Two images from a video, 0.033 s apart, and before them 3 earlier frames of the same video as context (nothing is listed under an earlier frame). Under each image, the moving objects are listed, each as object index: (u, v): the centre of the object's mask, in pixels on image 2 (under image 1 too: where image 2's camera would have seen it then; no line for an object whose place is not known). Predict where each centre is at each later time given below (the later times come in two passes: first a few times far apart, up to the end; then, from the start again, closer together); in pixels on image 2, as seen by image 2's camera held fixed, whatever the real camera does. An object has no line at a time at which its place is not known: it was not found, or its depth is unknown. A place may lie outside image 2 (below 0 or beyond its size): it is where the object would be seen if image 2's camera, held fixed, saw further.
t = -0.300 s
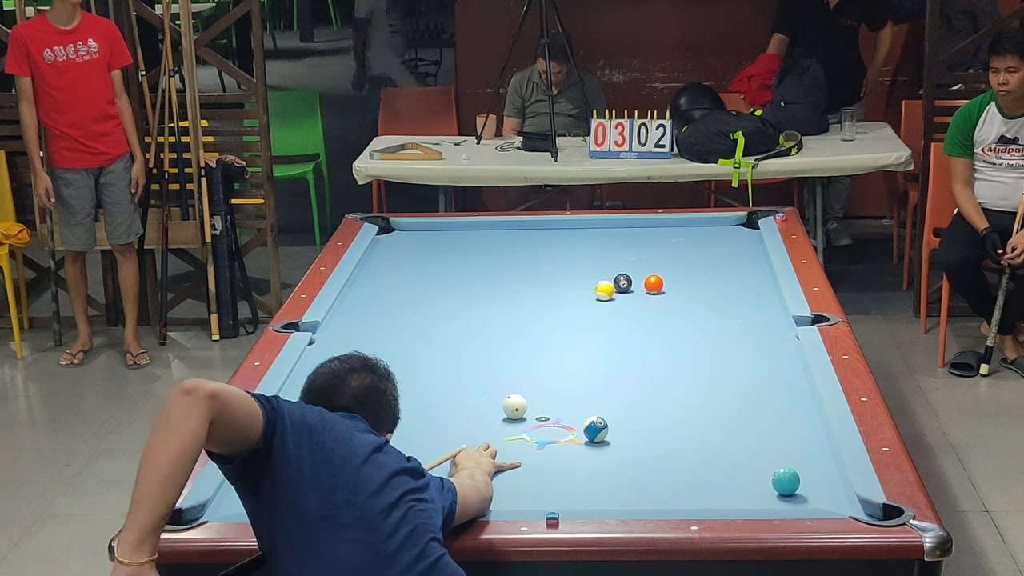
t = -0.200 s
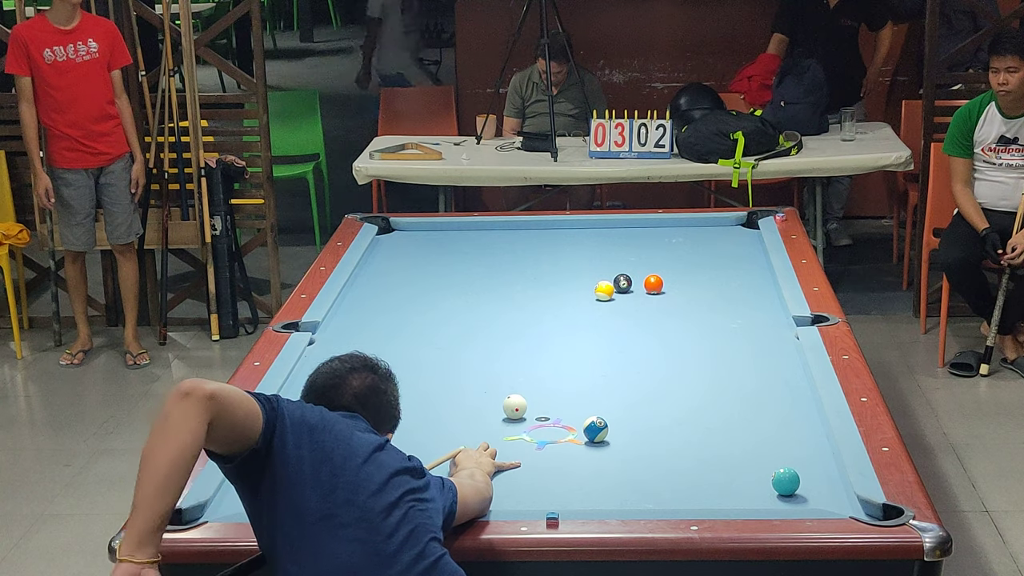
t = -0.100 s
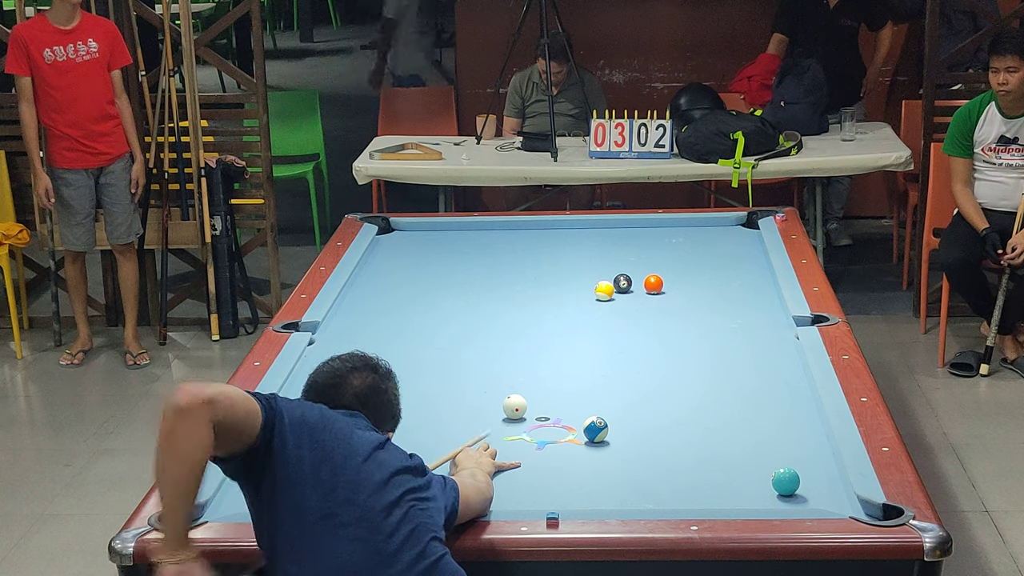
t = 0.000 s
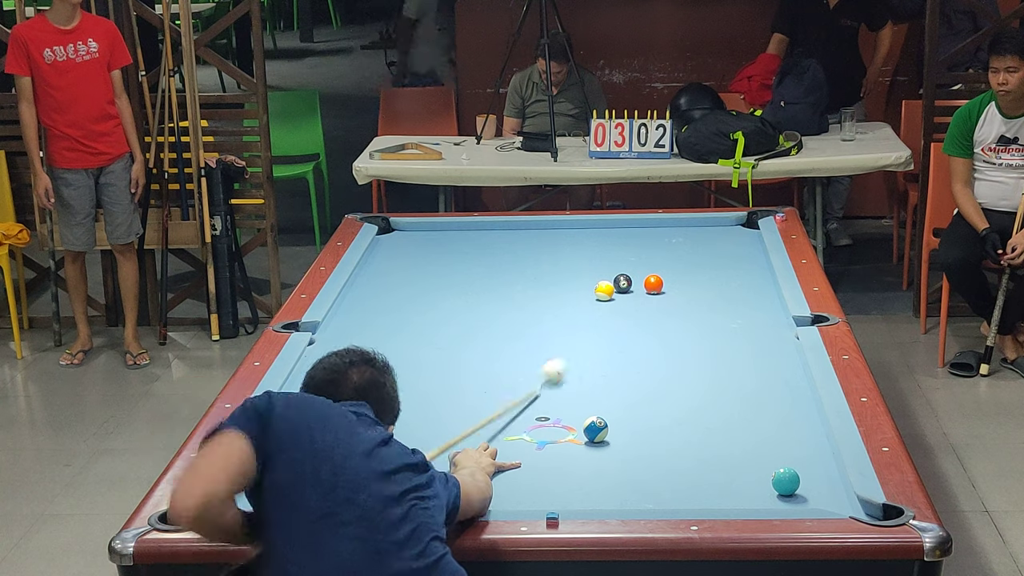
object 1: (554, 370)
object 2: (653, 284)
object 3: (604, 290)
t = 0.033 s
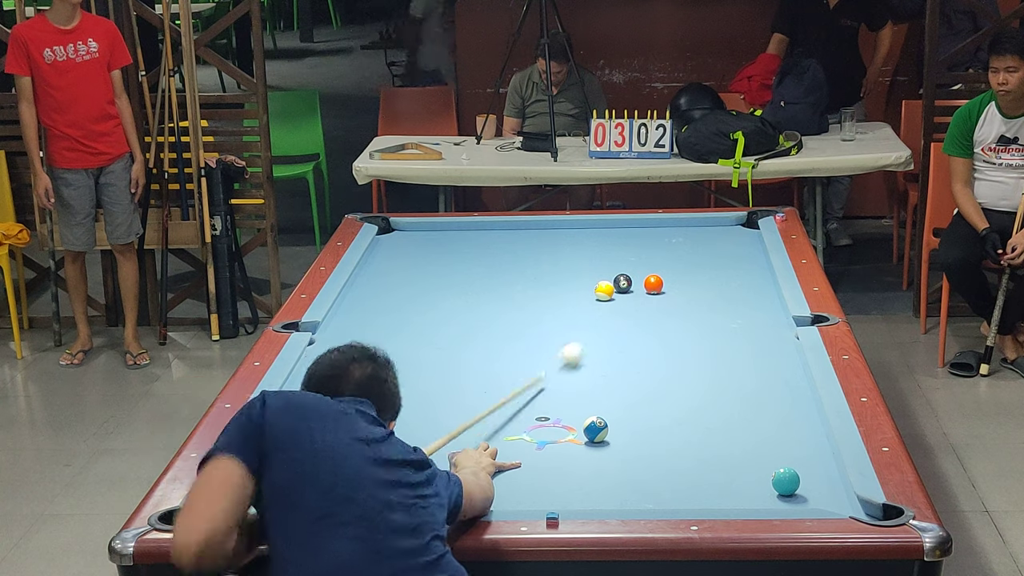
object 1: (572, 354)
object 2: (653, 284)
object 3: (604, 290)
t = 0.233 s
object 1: (642, 288)
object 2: (662, 278)
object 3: (604, 291)
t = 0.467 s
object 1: (622, 290)
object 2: (744, 231)
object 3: (594, 291)
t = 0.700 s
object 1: (617, 294)
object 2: (722, 229)
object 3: (573, 292)
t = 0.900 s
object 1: (613, 296)
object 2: (705, 240)
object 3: (556, 293)
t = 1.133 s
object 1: (610, 299)
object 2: (684, 254)
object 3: (539, 294)
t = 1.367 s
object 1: (607, 301)
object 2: (662, 268)
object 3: (524, 295)
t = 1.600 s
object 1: (605, 303)
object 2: (642, 282)
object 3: (510, 296)
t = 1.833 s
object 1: (603, 304)
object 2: (647, 294)
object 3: (498, 296)
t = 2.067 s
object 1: (602, 305)
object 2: (651, 307)
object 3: (489, 297)
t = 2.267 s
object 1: (603, 305)
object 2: (655, 317)
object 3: (482, 297)
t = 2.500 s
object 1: (603, 305)
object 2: (659, 330)
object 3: (476, 298)
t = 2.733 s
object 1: (603, 305)
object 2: (663, 343)
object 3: (472, 298)
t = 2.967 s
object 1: (603, 305)
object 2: (667, 355)
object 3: (470, 298)
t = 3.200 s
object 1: (603, 305)
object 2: (671, 368)
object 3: (471, 298)
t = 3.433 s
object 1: (603, 305)
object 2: (674, 380)
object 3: (470, 298)
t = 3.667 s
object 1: (603, 305)
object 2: (676, 392)
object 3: (470, 298)
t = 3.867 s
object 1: (603, 305)
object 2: (678, 401)
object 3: (469, 299)
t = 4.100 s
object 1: (603, 305)
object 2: (681, 413)
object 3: (469, 299)
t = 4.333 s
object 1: (603, 305)
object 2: (683, 424)
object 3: (469, 299)
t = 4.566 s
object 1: (603, 305)
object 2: (684, 435)
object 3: (469, 299)
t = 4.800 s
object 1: (603, 305)
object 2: (686, 445)
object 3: (469, 299)
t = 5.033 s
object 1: (603, 305)
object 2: (687, 455)
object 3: (469, 299)
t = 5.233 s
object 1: (603, 305)
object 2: (688, 462)
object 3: (469, 299)
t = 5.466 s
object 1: (603, 305)
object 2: (688, 471)
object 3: (469, 299)
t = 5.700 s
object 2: (689, 478)
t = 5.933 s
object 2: (690, 486)
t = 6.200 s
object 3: (465, 293)
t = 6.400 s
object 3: (469, 299)
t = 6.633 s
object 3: (469, 299)
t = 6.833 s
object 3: (469, 299)
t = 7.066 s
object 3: (469, 299)
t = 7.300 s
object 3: (469, 299)
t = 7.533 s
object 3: (469, 299)
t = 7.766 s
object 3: (469, 299)
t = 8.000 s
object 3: (469, 299)
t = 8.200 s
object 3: (469, 299)
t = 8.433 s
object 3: (469, 299)
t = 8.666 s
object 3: (469, 299)
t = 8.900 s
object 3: (469, 299)
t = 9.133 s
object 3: (469, 299)
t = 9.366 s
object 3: (469, 299)
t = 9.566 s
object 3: (469, 299)
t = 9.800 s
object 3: (469, 299)
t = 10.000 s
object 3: (469, 299)
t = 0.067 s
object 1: (588, 339)
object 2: (653, 284)
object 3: (604, 290)
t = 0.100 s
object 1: (603, 326)
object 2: (653, 284)
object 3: (604, 290)
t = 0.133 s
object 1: (616, 314)
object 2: (653, 284)
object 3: (604, 290)
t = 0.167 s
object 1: (629, 302)
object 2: (653, 284)
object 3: (604, 290)
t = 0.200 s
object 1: (640, 292)
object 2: (655, 283)
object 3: (604, 290)
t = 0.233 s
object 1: (642, 288)
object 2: (662, 278)
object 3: (604, 291)
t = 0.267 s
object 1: (638, 288)
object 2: (676, 270)
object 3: (604, 290)
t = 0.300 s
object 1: (633, 288)
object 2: (689, 263)
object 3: (604, 290)
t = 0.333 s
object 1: (629, 288)
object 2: (701, 256)
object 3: (604, 290)
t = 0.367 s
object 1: (625, 289)
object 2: (713, 249)
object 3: (604, 290)
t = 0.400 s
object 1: (623, 289)
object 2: (724, 243)
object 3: (601, 291)
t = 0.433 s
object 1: (623, 290)
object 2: (734, 237)
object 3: (598, 291)
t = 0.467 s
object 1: (622, 290)
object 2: (744, 231)
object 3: (594, 291)
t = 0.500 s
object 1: (621, 291)
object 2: (750, 226)
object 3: (591, 291)
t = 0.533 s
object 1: (620, 291)
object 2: (742, 223)
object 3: (588, 291)
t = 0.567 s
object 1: (620, 292)
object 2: (735, 221)
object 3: (585, 291)
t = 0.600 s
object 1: (619, 292)
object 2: (732, 222)
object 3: (582, 291)
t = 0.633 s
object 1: (618, 293)
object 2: (729, 225)
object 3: (579, 292)
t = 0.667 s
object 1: (618, 293)
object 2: (725, 227)
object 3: (576, 292)
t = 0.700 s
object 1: (617, 294)
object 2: (722, 229)
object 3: (573, 292)
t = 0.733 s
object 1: (616, 294)
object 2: (720, 231)
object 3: (570, 292)
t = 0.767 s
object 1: (616, 295)
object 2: (717, 233)
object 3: (567, 293)
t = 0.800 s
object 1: (615, 295)
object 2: (714, 235)
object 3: (565, 293)
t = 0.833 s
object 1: (614, 295)
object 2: (711, 237)
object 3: (562, 293)
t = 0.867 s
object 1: (614, 296)
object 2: (708, 239)
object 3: (559, 293)
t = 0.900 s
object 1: (613, 296)
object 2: (705, 240)
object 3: (556, 293)
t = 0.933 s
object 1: (613, 297)
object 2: (702, 242)
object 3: (554, 293)
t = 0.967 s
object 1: (612, 297)
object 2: (699, 244)
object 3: (551, 293)
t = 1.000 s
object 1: (612, 297)
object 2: (696, 246)
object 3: (549, 293)
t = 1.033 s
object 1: (611, 298)
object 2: (693, 248)
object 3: (546, 294)
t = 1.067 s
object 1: (611, 298)
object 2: (690, 250)
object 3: (544, 294)
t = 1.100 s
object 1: (610, 298)
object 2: (687, 252)
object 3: (542, 294)
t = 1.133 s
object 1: (610, 299)
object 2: (684, 254)
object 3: (539, 294)
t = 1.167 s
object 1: (609, 299)
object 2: (681, 256)
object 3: (537, 294)
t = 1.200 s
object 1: (609, 299)
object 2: (677, 258)
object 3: (535, 294)
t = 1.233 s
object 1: (609, 300)
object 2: (674, 260)
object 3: (532, 295)
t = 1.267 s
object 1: (609, 300)
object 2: (671, 262)
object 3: (530, 295)
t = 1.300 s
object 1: (608, 300)
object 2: (668, 264)
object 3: (528, 295)
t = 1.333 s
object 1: (608, 301)
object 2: (665, 266)
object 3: (526, 295)
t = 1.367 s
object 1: (607, 301)
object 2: (662, 268)
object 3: (524, 295)
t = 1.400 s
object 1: (607, 301)
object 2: (659, 270)
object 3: (522, 295)
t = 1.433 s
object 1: (606, 301)
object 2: (655, 272)
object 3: (520, 295)
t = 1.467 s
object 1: (606, 301)
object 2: (652, 274)
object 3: (518, 295)
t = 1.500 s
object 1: (606, 302)
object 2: (649, 276)
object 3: (516, 295)
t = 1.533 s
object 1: (605, 302)
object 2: (645, 279)
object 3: (514, 295)
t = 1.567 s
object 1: (605, 302)
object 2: (643, 281)
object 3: (512, 296)
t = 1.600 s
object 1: (605, 303)
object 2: (642, 282)
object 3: (510, 296)
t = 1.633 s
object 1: (604, 303)
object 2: (643, 284)
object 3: (508, 296)
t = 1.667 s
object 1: (604, 303)
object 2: (644, 286)
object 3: (507, 296)
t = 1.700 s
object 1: (603, 303)
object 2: (644, 288)
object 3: (505, 296)
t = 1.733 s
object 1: (603, 303)
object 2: (645, 289)
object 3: (503, 296)
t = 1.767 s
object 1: (603, 304)
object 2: (645, 291)
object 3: (502, 296)
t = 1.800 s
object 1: (603, 304)
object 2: (646, 293)
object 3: (500, 296)
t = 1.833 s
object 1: (603, 304)
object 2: (647, 294)
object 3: (498, 296)
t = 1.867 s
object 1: (603, 304)
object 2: (647, 296)
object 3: (497, 297)
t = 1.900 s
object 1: (602, 304)
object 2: (648, 298)
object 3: (495, 297)
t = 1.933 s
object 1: (602, 304)
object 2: (649, 300)
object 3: (494, 297)
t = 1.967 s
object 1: (602, 304)
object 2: (650, 301)
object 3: (492, 297)
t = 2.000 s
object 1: (602, 305)
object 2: (650, 303)
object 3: (491, 297)
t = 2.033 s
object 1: (602, 305)
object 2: (651, 305)
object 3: (490, 297)
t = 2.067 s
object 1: (602, 305)
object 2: (651, 307)
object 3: (489, 297)
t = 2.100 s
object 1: (602, 305)
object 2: (652, 309)
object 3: (488, 297)
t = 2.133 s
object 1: (603, 305)
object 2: (653, 310)
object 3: (486, 297)
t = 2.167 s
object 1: (603, 305)
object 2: (653, 312)
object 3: (485, 297)
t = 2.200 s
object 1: (603, 305)
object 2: (654, 314)
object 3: (484, 297)
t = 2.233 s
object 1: (603, 305)
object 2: (654, 316)
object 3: (483, 297)
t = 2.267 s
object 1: (603, 305)
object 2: (655, 317)
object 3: (482, 297)
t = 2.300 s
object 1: (603, 305)
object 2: (656, 319)
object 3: (481, 298)
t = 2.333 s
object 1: (603, 305)
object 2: (656, 321)
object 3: (480, 298)
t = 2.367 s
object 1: (603, 305)
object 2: (657, 323)
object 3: (479, 298)
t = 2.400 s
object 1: (603, 305)
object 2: (657, 325)
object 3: (479, 298)
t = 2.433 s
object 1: (603, 305)
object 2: (658, 326)
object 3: (478, 298)
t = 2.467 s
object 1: (603, 305)
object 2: (658, 328)
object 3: (477, 298)
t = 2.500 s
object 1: (603, 305)
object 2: (659, 330)
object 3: (476, 298)
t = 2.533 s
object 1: (603, 305)
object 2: (660, 332)
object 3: (475, 298)
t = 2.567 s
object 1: (603, 305)
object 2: (660, 334)
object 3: (475, 298)
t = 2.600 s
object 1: (603, 305)
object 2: (661, 335)
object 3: (474, 298)
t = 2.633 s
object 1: (603, 305)
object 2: (661, 337)
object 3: (474, 298)
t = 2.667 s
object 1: (603, 305)
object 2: (662, 339)
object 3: (473, 298)
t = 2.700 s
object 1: (603, 305)
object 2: (663, 341)
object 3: (473, 298)
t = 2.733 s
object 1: (603, 305)
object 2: (663, 343)
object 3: (472, 298)
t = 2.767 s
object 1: (603, 305)
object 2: (664, 344)
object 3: (472, 298)
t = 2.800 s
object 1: (603, 305)
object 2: (664, 346)
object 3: (471, 298)
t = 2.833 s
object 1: (603, 305)
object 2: (665, 348)
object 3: (471, 298)
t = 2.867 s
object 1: (603, 305)
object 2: (665, 349)
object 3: (471, 298)
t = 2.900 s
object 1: (603, 305)
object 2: (666, 351)
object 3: (471, 298)
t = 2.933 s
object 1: (603, 305)
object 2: (666, 353)
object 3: (471, 298)
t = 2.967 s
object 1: (603, 305)
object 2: (667, 355)
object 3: (470, 298)
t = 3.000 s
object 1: (603, 305)
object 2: (668, 357)
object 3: (470, 298)
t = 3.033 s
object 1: (603, 305)
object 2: (668, 358)
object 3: (470, 298)
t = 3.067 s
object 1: (603, 305)
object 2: (669, 360)
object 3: (470, 298)
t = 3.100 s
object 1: (603, 305)
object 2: (669, 362)
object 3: (471, 298)
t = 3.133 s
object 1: (603, 305)
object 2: (670, 364)
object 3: (471, 298)
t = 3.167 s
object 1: (603, 305)
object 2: (670, 365)
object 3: (471, 298)
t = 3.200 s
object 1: (603, 305)
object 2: (671, 368)
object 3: (471, 298)
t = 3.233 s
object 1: (603, 305)
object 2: (671, 369)
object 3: (471, 298)
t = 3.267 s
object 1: (603, 305)
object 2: (672, 371)
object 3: (471, 298)
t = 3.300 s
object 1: (603, 305)
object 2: (672, 373)
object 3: (471, 298)
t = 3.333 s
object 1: (603, 305)
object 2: (672, 374)
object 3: (471, 298)
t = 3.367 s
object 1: (603, 305)
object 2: (673, 376)
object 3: (471, 298)
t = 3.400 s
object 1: (603, 305)
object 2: (673, 378)
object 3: (471, 298)
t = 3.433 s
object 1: (603, 305)
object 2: (674, 380)
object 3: (470, 298)
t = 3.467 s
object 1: (603, 305)
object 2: (674, 381)
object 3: (470, 298)
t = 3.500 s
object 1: (603, 305)
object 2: (674, 383)
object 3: (470, 298)
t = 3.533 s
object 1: (603, 305)
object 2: (675, 385)
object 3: (470, 298)
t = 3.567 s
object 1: (603, 305)
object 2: (675, 386)
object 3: (471, 298)
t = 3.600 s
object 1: (603, 305)
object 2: (676, 388)
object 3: (470, 298)
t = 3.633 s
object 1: (603, 305)
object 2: (676, 390)
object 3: (470, 298)
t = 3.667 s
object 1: (603, 305)
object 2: (676, 392)
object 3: (470, 298)
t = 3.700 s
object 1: (603, 305)
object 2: (677, 393)
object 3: (470, 298)
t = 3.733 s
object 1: (603, 305)
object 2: (677, 395)
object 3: (469, 299)
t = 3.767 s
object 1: (603, 305)
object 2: (677, 397)
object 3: (469, 299)
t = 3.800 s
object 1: (603, 305)
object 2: (678, 398)
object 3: (469, 299)
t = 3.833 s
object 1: (603, 305)
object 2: (678, 400)
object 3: (469, 299)
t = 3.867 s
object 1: (603, 305)
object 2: (678, 401)
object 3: (469, 299)
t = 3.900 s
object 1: (603, 305)
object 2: (679, 403)
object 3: (469, 299)
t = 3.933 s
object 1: (603, 305)
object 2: (679, 405)
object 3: (469, 299)
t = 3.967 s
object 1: (603, 305)
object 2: (679, 407)
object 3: (469, 299)
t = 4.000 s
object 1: (603, 305)
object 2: (680, 408)
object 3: (469, 299)
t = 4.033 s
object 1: (603, 305)
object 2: (680, 410)
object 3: (469, 299)
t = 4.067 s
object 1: (603, 305)
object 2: (680, 411)
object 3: (469, 299)
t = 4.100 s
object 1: (603, 305)
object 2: (681, 413)
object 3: (469, 299)
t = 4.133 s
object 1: (603, 305)
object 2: (681, 415)
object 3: (469, 299)
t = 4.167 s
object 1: (603, 305)
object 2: (681, 416)
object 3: (469, 299)
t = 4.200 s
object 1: (603, 305)
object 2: (681, 418)
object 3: (469, 299)
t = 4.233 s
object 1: (603, 305)
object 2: (682, 419)
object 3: (469, 299)
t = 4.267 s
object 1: (603, 305)
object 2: (682, 421)
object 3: (469, 299)
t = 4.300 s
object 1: (603, 305)
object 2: (682, 423)
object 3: (469, 299)
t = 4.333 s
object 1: (603, 305)
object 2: (683, 424)
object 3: (469, 299)
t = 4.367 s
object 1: (603, 305)
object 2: (683, 426)
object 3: (469, 299)
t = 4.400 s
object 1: (603, 305)
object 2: (683, 427)
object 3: (469, 299)
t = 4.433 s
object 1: (603, 305)
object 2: (683, 428)
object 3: (469, 299)
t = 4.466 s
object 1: (603, 305)
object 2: (683, 430)
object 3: (469, 299)
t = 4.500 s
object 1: (603, 305)
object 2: (684, 431)
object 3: (469, 299)
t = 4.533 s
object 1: (603, 305)
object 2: (684, 433)
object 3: (469, 299)
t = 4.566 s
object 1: (603, 305)
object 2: (684, 435)
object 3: (469, 299)
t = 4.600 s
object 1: (603, 305)
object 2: (685, 436)
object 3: (469, 299)
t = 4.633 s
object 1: (603, 305)
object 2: (685, 438)
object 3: (470, 299)
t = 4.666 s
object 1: (603, 305)
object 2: (685, 439)
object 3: (469, 299)
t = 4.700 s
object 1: (603, 305)
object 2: (685, 440)
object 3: (469, 299)
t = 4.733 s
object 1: (603, 305)
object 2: (686, 442)
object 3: (469, 299)
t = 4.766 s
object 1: (603, 305)
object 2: (686, 443)
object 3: (469, 299)
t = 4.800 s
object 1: (603, 305)
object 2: (686, 445)
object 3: (469, 299)
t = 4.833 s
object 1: (603, 305)
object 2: (686, 446)
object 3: (469, 299)
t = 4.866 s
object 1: (603, 305)
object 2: (687, 448)
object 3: (469, 299)
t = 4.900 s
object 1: (603, 305)
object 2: (687, 449)
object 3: (469, 299)
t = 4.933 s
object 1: (603, 305)
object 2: (687, 451)
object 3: (469, 299)
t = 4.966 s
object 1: (603, 305)
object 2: (687, 452)
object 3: (469, 299)
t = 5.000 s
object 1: (603, 305)
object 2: (687, 453)
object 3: (469, 299)
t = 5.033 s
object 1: (603, 305)
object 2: (687, 455)
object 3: (469, 299)
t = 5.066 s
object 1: (603, 305)
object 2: (687, 456)
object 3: (469, 299)
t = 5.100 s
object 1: (603, 305)
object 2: (687, 457)
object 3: (469, 299)
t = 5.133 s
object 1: (603, 305)
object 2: (688, 459)
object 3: (469, 299)
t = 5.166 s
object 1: (603, 305)
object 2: (688, 460)
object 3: (469, 299)
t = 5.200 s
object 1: (603, 305)
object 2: (688, 461)
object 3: (469, 299)
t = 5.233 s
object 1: (603, 305)
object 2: (688, 462)
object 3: (469, 299)
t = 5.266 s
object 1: (603, 305)
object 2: (688, 463)
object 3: (469, 299)
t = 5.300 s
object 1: (603, 305)
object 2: (688, 465)
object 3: (469, 299)
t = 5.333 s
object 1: (603, 305)
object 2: (688, 466)
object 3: (469, 299)
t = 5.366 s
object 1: (603, 305)
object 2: (688, 467)
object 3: (469, 299)
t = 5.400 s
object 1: (603, 305)
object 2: (688, 468)
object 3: (469, 299)
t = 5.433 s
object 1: (603, 305)
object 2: (688, 470)
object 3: (470, 299)
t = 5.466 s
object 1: (603, 305)
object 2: (688, 471)
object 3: (469, 299)
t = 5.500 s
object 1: (603, 305)
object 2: (689, 472)
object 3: (469, 299)
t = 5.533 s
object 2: (689, 473)
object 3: (470, 299)
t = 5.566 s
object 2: (688, 474)
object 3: (473, 299)
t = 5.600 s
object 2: (689, 476)
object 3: (476, 299)
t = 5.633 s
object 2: (689, 477)
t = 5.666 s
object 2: (689, 478)
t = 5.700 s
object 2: (689, 478)
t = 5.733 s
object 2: (691, 481)
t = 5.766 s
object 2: (691, 482)
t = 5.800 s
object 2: (688, 481)
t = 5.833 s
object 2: (686, 480)
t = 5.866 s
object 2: (688, 483)
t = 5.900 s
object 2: (690, 485)
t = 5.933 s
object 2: (690, 486)
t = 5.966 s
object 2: (690, 487)
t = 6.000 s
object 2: (690, 488)
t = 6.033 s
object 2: (690, 489)
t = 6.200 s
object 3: (465, 293)
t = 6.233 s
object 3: (466, 296)
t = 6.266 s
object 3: (468, 297)
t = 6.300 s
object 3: (469, 299)
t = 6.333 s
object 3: (469, 299)
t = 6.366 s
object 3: (469, 299)
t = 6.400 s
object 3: (469, 299)
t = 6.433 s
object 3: (469, 299)
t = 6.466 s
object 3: (469, 299)
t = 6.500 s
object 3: (469, 299)
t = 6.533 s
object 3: (469, 299)
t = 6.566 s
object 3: (469, 299)
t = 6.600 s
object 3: (469, 299)
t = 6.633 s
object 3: (469, 299)
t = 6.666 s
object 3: (469, 299)
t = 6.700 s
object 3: (469, 299)
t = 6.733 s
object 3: (469, 299)
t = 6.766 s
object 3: (469, 299)
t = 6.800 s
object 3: (469, 299)
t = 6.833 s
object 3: (469, 299)
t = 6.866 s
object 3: (469, 299)
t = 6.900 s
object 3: (469, 299)
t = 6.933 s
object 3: (469, 299)
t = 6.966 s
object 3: (469, 299)
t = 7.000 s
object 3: (469, 299)
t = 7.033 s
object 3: (469, 299)
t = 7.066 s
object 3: (469, 299)
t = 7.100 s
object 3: (469, 299)
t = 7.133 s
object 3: (469, 299)
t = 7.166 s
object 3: (469, 299)
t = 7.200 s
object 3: (469, 299)
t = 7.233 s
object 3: (469, 299)
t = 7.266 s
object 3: (469, 299)
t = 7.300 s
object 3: (469, 299)
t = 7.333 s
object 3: (469, 299)
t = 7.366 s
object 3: (469, 299)
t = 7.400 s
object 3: (469, 299)
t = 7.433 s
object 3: (469, 299)
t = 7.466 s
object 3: (469, 299)
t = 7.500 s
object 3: (469, 299)
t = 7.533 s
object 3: (469, 299)
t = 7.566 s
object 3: (469, 299)
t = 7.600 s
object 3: (469, 299)
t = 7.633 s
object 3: (469, 299)
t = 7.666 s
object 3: (469, 299)
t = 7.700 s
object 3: (469, 299)
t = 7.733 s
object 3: (469, 299)
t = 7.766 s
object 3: (469, 299)
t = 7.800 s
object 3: (469, 299)
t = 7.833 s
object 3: (469, 299)
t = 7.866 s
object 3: (469, 299)
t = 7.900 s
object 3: (469, 299)
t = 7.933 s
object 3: (469, 299)
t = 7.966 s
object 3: (469, 299)
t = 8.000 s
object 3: (469, 299)
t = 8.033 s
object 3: (469, 299)
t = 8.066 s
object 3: (469, 299)
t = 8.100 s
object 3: (469, 299)
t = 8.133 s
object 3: (469, 299)
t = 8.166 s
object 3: (469, 299)
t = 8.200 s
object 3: (469, 299)
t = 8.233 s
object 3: (469, 299)
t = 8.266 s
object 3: (469, 299)
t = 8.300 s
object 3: (469, 299)
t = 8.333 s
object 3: (469, 299)
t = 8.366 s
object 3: (469, 299)
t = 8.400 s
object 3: (469, 299)
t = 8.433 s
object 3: (469, 299)
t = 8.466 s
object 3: (469, 299)
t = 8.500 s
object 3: (469, 299)
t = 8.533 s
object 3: (469, 299)
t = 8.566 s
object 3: (469, 299)
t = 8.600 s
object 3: (469, 299)
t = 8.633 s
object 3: (469, 299)
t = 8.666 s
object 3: (469, 299)
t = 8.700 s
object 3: (469, 299)
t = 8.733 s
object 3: (469, 299)
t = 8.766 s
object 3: (469, 299)
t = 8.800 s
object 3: (469, 299)
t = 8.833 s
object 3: (469, 299)
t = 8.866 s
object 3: (469, 299)
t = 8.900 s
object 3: (469, 299)
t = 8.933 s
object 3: (469, 299)
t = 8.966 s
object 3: (469, 299)
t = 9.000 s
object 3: (469, 299)
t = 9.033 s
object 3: (469, 299)
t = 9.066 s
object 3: (469, 299)
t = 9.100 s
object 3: (469, 299)
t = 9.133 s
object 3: (469, 299)
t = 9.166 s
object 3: (469, 299)
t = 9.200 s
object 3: (469, 299)
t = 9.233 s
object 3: (469, 299)
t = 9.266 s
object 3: (469, 299)
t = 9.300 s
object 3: (469, 299)
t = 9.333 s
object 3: (469, 299)
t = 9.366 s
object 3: (469, 299)
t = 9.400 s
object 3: (469, 299)
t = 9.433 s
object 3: (469, 299)
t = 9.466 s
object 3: (469, 299)
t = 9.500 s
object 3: (469, 299)
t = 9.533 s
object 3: (469, 299)
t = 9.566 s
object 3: (469, 299)
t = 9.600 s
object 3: (469, 299)
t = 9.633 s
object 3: (469, 299)
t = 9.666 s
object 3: (469, 299)
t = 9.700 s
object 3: (469, 299)
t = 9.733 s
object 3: (469, 299)
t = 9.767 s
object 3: (469, 299)
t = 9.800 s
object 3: (469, 299)
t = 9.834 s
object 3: (469, 299)
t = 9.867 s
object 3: (469, 299)
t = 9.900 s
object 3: (469, 299)
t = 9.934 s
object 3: (469, 299)
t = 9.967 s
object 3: (469, 299)
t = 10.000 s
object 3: (469, 299)
